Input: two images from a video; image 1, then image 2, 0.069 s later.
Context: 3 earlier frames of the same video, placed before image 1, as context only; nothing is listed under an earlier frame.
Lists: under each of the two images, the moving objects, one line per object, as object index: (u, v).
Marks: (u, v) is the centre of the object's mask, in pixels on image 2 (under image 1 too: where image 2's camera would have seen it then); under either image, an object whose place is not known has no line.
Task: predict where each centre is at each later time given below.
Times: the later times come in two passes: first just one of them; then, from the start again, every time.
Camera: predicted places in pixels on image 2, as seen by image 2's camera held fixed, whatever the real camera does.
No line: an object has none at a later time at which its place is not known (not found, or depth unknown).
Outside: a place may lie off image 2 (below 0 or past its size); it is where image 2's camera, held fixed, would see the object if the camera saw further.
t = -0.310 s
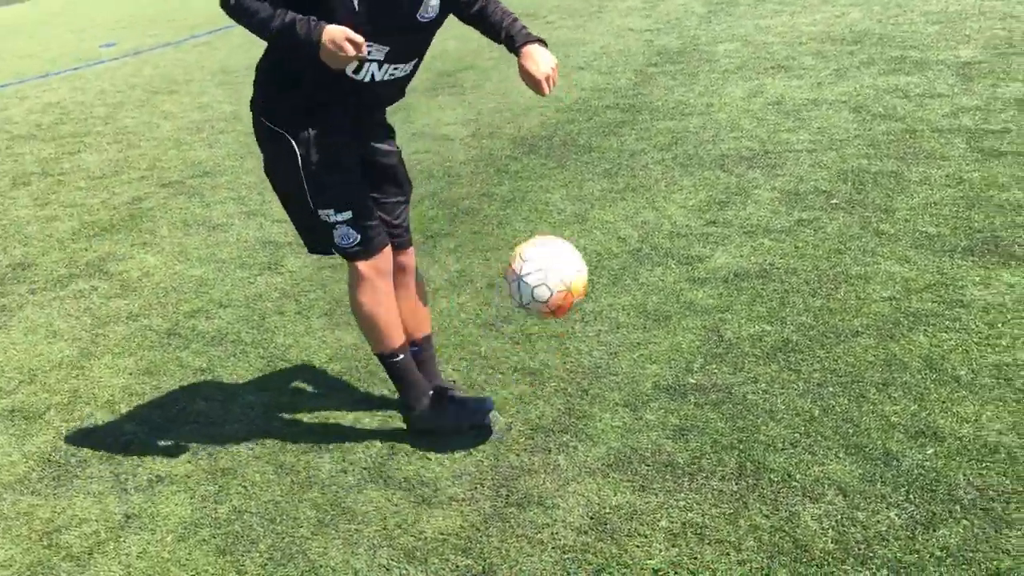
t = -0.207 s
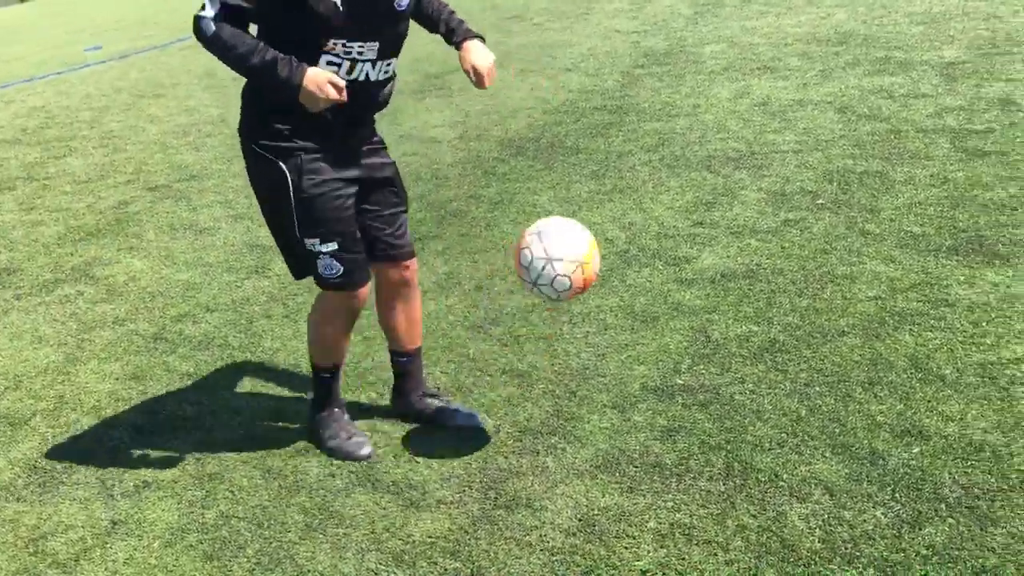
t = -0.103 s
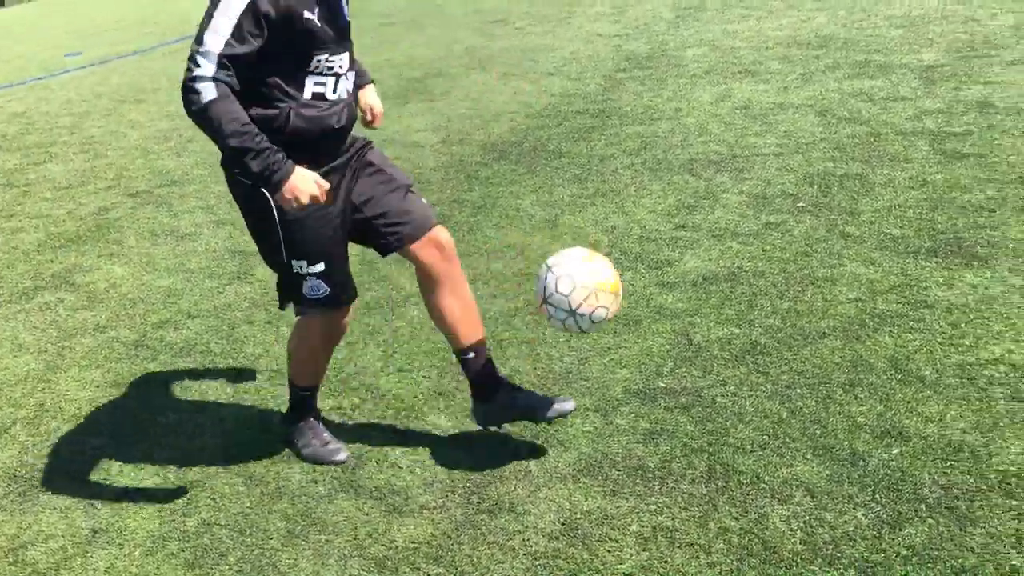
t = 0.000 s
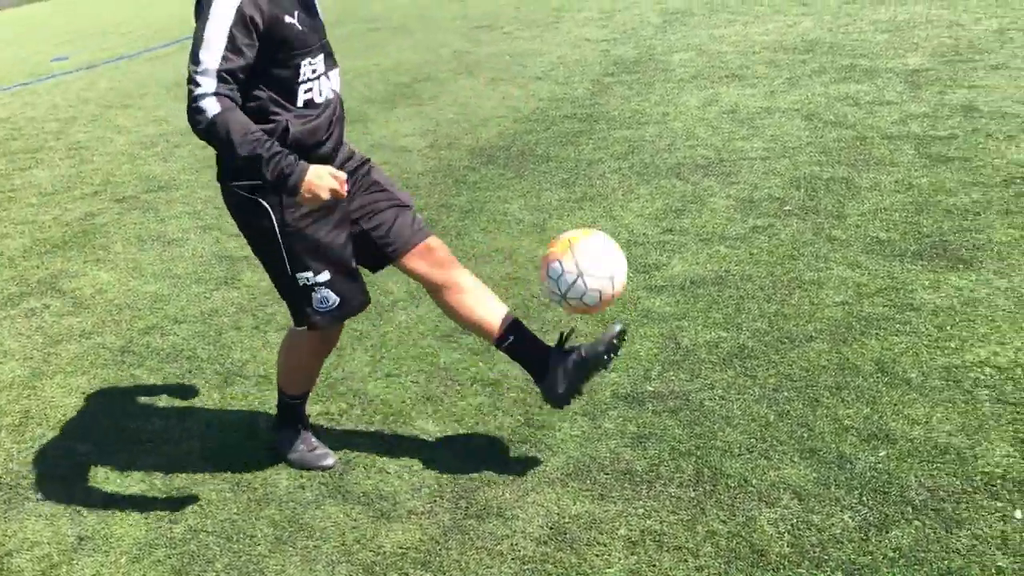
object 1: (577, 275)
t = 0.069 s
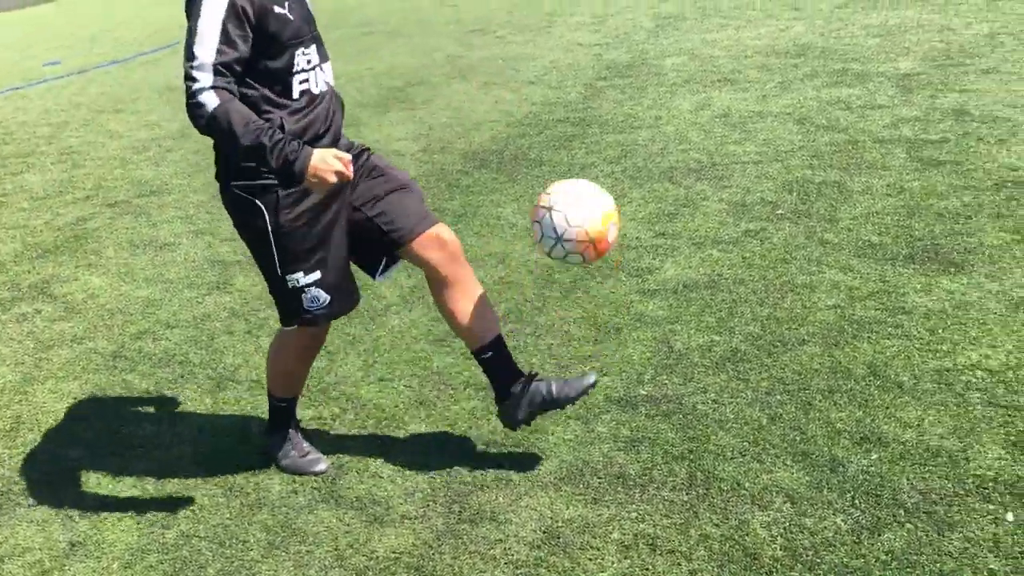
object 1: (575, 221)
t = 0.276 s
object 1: (577, 151)
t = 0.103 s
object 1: (575, 200)
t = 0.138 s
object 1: (575, 182)
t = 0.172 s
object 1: (576, 169)
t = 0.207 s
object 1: (576, 159)
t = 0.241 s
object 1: (577, 153)
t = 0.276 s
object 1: (577, 151)
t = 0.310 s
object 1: (579, 154)
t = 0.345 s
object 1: (581, 162)
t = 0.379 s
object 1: (583, 173)
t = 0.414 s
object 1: (586, 188)
